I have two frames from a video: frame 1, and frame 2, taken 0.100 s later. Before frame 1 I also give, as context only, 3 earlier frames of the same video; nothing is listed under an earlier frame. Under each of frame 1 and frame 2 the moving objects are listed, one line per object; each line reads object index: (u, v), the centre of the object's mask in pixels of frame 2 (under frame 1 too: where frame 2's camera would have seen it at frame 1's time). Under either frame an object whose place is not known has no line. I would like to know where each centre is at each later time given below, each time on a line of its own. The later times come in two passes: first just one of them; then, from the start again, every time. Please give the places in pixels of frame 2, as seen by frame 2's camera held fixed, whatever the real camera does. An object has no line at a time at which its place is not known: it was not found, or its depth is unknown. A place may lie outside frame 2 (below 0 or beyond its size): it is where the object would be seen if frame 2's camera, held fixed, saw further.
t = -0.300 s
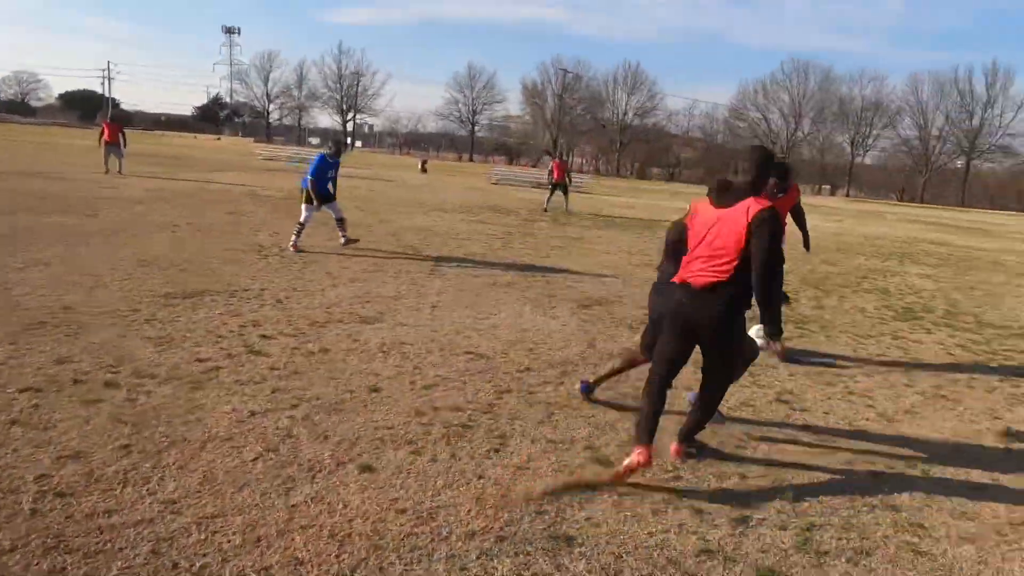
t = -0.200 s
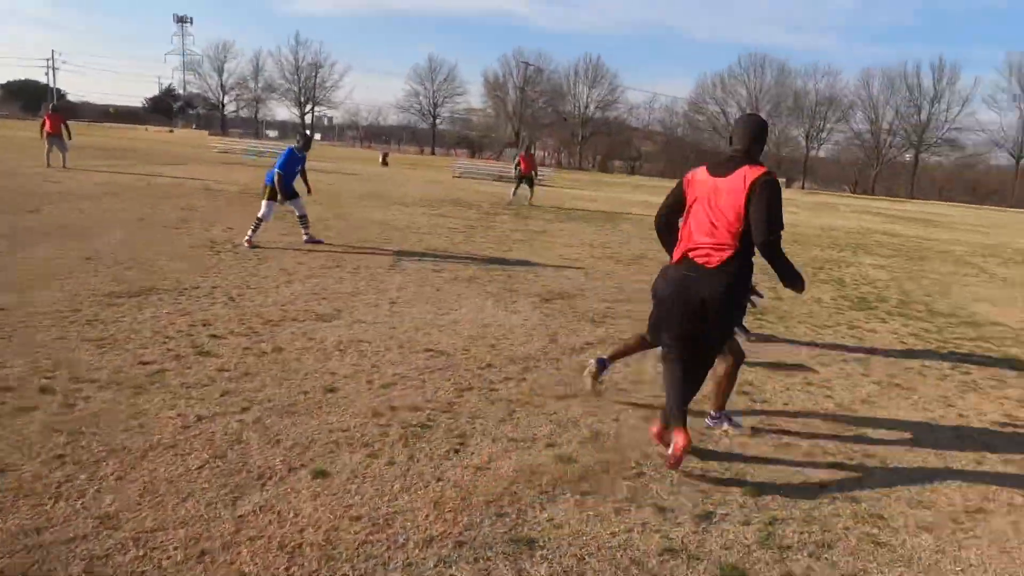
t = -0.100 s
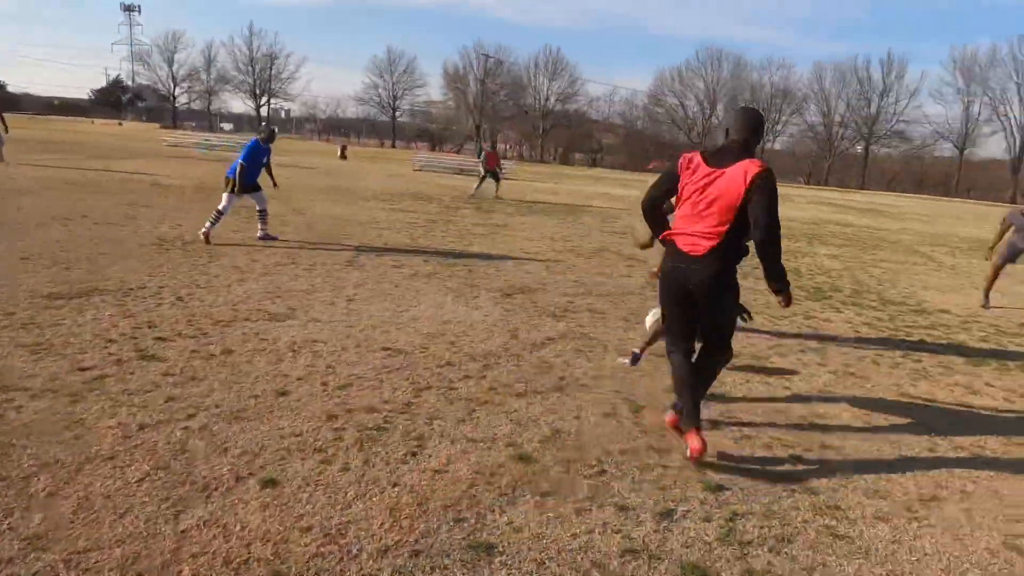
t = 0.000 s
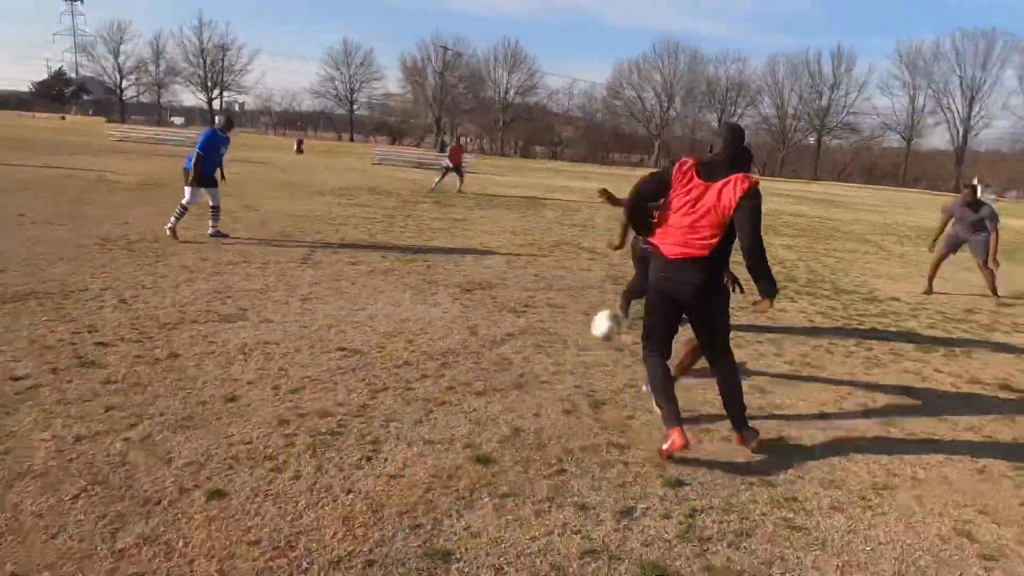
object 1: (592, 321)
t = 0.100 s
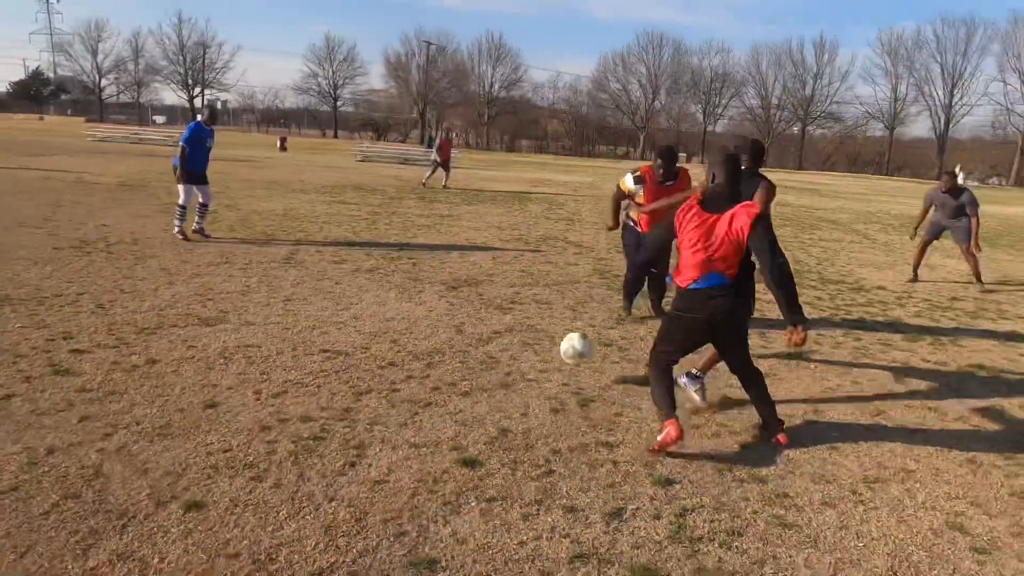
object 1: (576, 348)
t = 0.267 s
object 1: (547, 368)
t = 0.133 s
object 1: (571, 361)
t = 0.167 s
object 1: (565, 375)
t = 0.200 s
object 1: (561, 371)
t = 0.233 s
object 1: (553, 367)
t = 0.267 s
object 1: (547, 368)
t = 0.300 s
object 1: (542, 368)
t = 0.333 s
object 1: (535, 369)
